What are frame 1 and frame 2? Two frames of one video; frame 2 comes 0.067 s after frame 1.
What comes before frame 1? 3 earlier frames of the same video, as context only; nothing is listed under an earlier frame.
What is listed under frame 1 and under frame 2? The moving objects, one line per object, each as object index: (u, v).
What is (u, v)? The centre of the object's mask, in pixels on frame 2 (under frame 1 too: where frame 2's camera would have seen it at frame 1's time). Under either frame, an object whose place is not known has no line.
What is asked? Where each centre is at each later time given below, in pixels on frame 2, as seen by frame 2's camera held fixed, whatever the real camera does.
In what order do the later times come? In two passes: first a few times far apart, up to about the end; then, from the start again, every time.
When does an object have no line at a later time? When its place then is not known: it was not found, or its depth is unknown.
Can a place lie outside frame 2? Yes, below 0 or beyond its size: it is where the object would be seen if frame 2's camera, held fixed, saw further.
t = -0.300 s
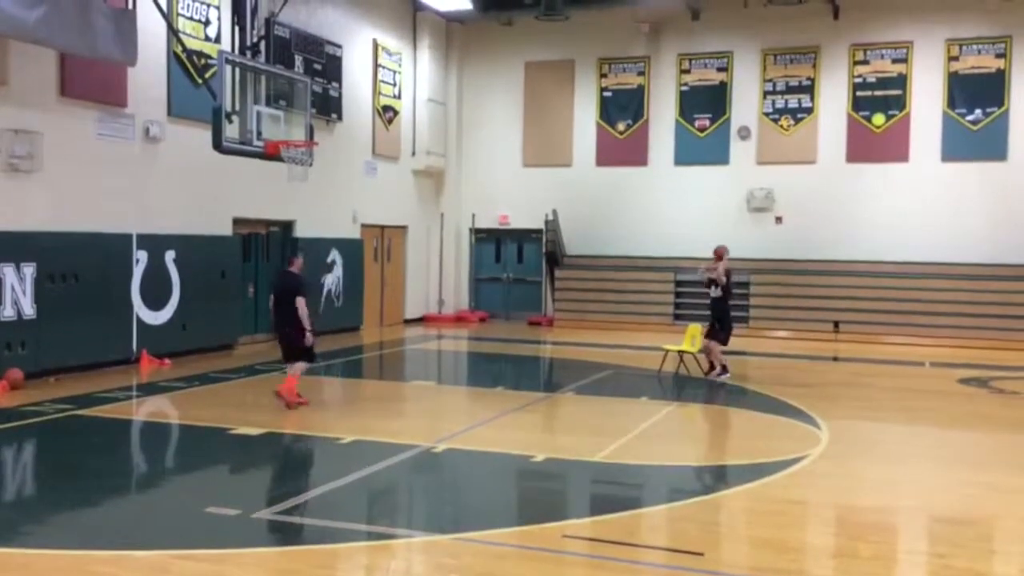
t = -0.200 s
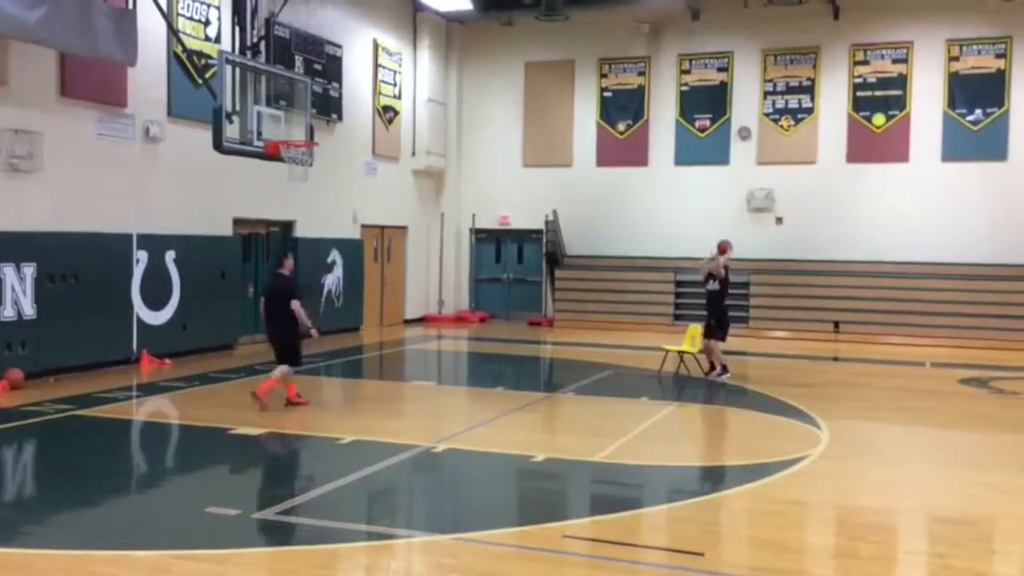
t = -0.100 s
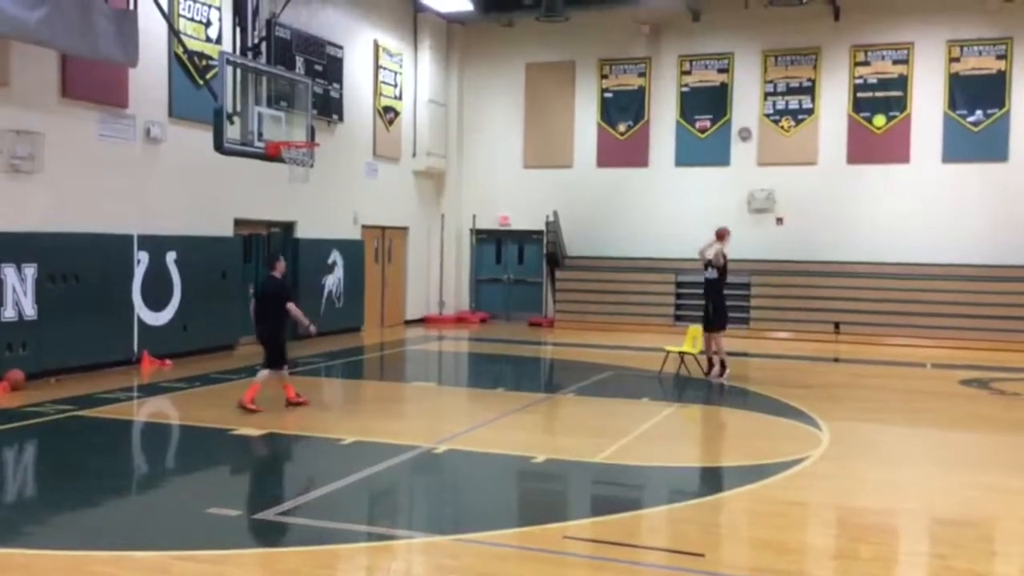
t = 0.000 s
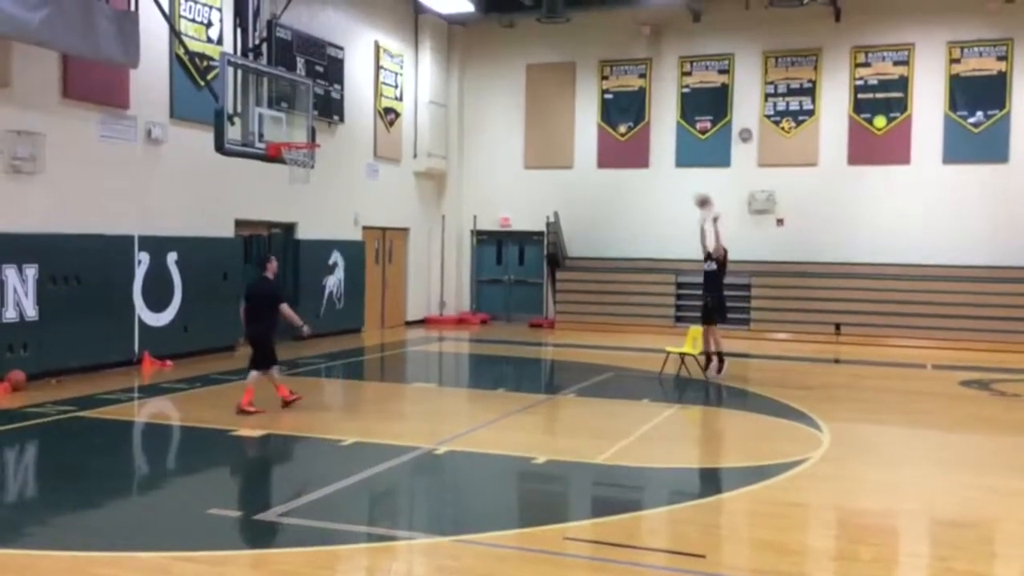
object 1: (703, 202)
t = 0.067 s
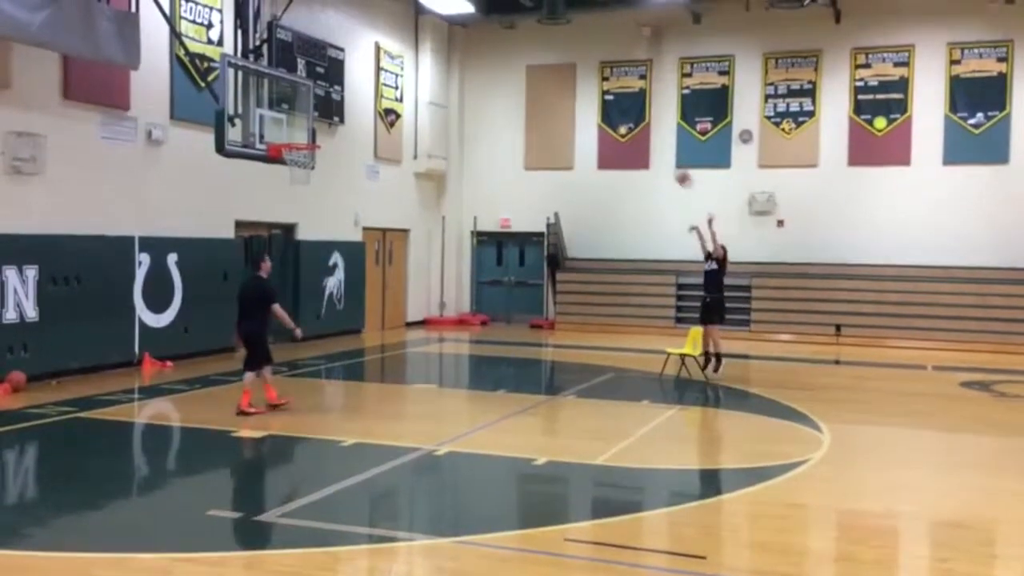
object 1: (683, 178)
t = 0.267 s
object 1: (618, 116)
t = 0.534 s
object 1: (518, 73)
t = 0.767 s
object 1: (427, 74)
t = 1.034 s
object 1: (308, 132)
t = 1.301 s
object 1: (310, 174)
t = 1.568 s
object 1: (287, 200)
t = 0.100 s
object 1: (673, 167)
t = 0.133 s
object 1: (662, 155)
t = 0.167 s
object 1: (652, 145)
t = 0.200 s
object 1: (635, 136)
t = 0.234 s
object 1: (628, 124)
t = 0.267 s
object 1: (618, 116)
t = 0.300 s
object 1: (605, 106)
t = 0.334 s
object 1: (593, 101)
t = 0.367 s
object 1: (581, 94)
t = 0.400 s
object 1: (569, 91)
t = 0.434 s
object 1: (558, 84)
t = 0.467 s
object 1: (546, 80)
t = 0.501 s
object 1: (531, 77)
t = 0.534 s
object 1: (518, 73)
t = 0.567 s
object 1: (507, 70)
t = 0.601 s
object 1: (494, 69)
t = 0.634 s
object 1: (482, 69)
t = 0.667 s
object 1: (469, 69)
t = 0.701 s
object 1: (456, 69)
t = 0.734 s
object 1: (441, 71)
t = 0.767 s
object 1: (427, 74)
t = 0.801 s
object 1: (413, 77)
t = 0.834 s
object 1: (400, 82)
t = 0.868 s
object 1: (380, 89)
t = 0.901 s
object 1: (369, 94)
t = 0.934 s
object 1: (354, 102)
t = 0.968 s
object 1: (336, 110)
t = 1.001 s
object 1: (323, 119)
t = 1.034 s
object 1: (308, 132)
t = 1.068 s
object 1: (296, 142)
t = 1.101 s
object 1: (296, 148)
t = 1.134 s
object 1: (300, 153)
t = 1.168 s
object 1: (299, 152)
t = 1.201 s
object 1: (308, 168)
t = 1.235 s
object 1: (310, 171)
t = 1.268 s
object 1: (311, 173)
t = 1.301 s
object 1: (310, 174)
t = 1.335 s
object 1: (308, 174)
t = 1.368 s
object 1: (305, 175)
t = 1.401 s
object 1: (303, 177)
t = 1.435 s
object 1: (299, 180)
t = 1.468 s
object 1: (296, 184)
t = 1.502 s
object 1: (293, 188)
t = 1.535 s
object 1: (290, 193)
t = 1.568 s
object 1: (287, 200)
